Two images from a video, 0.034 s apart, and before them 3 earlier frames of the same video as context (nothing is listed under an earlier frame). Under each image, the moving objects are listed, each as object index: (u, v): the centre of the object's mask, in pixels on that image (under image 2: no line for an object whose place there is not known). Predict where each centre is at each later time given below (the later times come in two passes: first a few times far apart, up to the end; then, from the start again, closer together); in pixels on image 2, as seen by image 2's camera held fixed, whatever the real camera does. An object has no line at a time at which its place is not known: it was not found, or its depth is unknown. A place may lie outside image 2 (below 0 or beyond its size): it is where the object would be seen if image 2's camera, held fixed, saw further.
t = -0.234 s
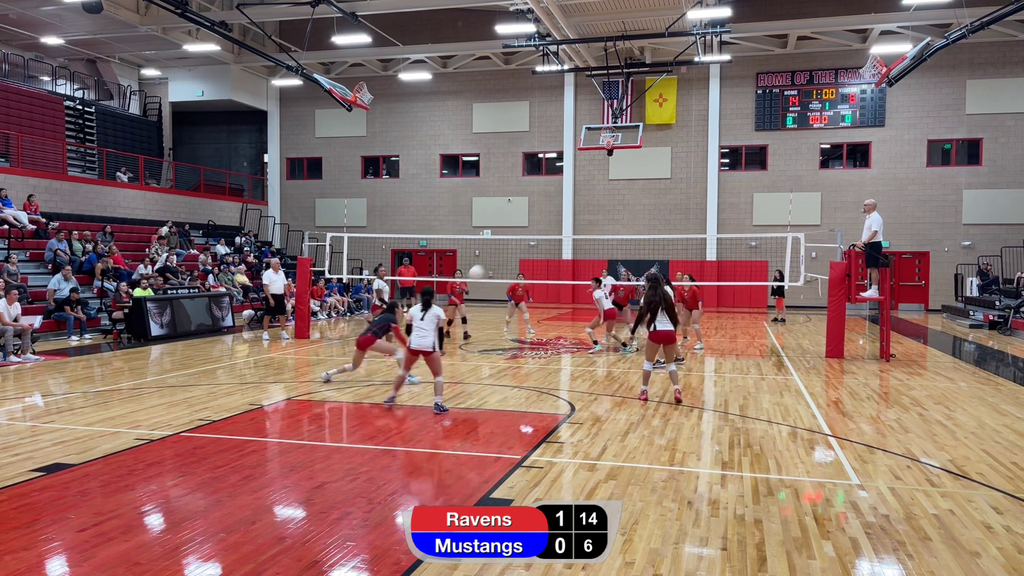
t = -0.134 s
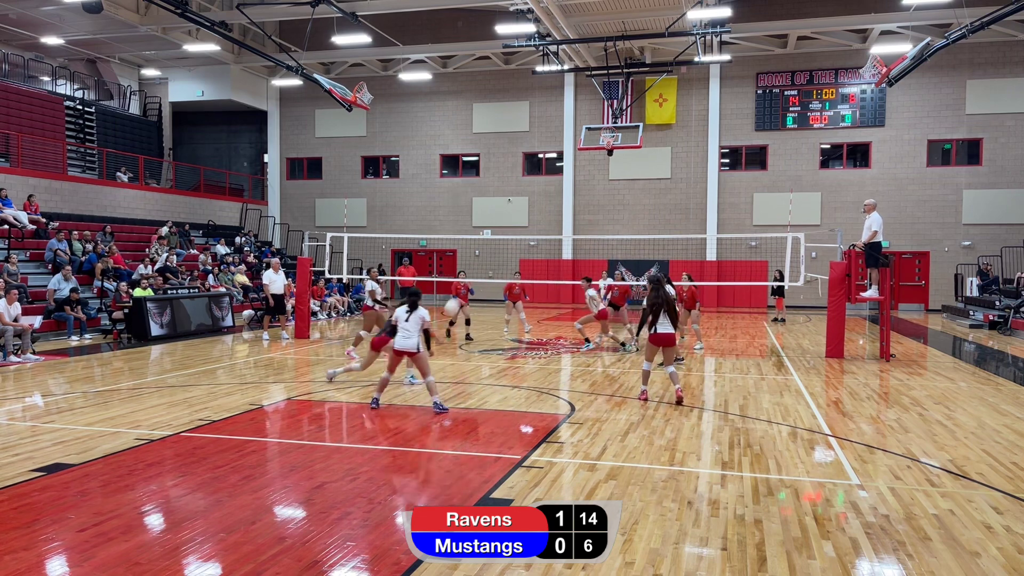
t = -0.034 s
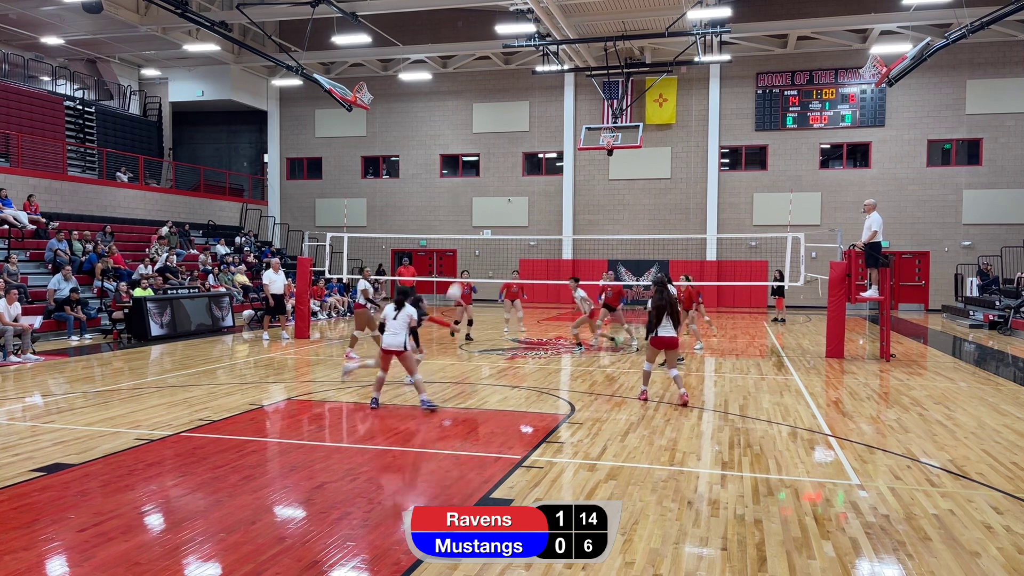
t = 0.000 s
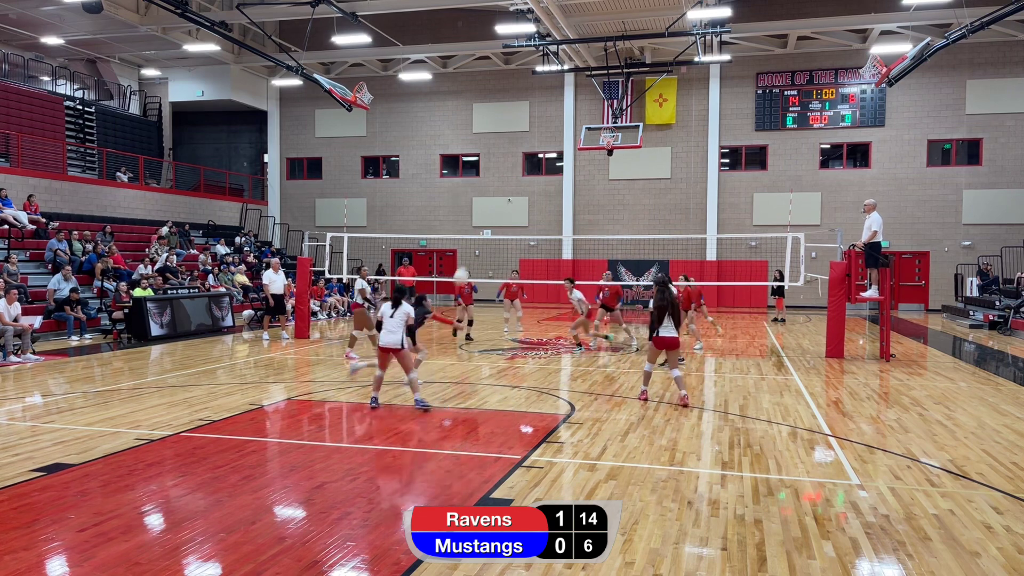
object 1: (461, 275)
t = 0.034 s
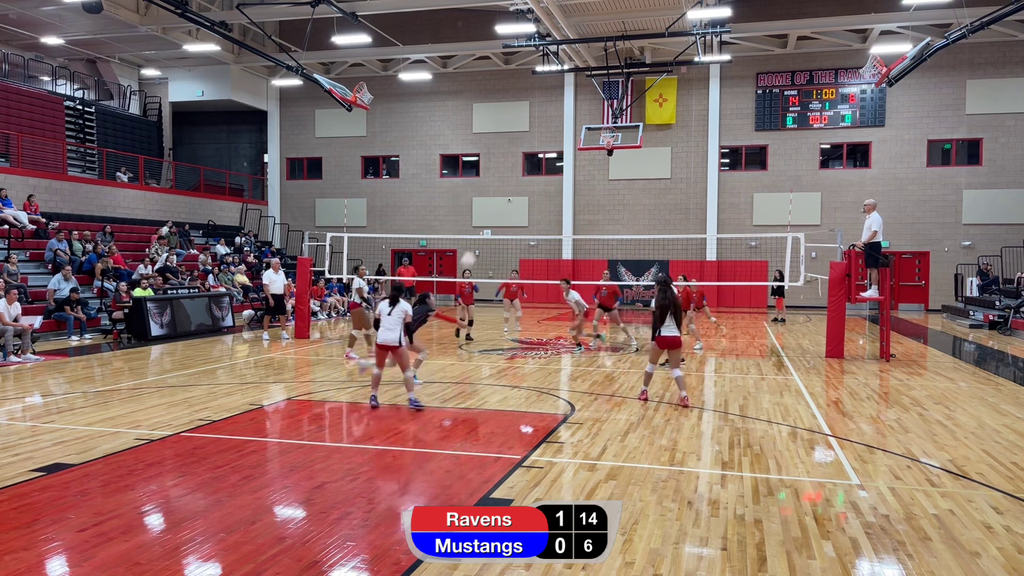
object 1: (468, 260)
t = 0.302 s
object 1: (516, 165)
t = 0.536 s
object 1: (554, 126)
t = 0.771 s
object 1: (588, 119)
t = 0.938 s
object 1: (611, 134)
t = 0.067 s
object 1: (474, 247)
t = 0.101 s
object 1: (481, 230)
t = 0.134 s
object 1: (487, 217)
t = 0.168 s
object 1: (492, 206)
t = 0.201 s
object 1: (499, 193)
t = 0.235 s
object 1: (505, 185)
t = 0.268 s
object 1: (510, 176)
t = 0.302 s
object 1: (516, 165)
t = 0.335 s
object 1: (521, 159)
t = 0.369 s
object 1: (527, 151)
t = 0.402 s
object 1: (533, 144)
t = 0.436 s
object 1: (538, 139)
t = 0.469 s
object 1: (543, 135)
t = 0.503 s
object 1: (549, 130)
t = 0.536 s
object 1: (554, 126)
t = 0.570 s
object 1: (558, 123)
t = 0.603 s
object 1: (562, 122)
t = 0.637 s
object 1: (568, 120)
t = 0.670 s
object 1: (574, 119)
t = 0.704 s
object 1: (579, 117)
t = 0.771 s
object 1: (588, 119)
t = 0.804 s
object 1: (592, 121)
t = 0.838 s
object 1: (597, 123)
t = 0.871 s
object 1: (601, 126)
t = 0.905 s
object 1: (606, 130)
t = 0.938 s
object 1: (611, 134)
